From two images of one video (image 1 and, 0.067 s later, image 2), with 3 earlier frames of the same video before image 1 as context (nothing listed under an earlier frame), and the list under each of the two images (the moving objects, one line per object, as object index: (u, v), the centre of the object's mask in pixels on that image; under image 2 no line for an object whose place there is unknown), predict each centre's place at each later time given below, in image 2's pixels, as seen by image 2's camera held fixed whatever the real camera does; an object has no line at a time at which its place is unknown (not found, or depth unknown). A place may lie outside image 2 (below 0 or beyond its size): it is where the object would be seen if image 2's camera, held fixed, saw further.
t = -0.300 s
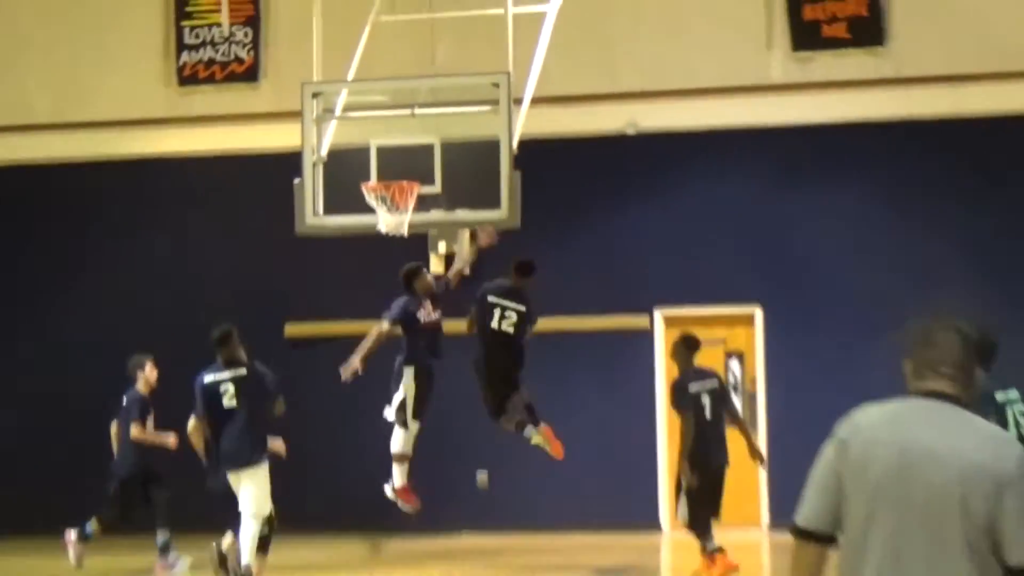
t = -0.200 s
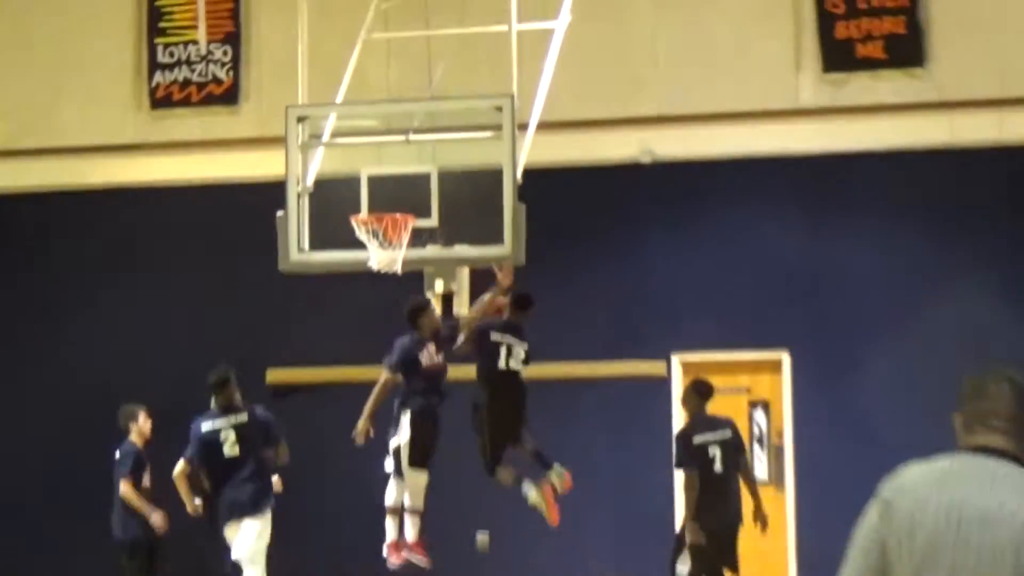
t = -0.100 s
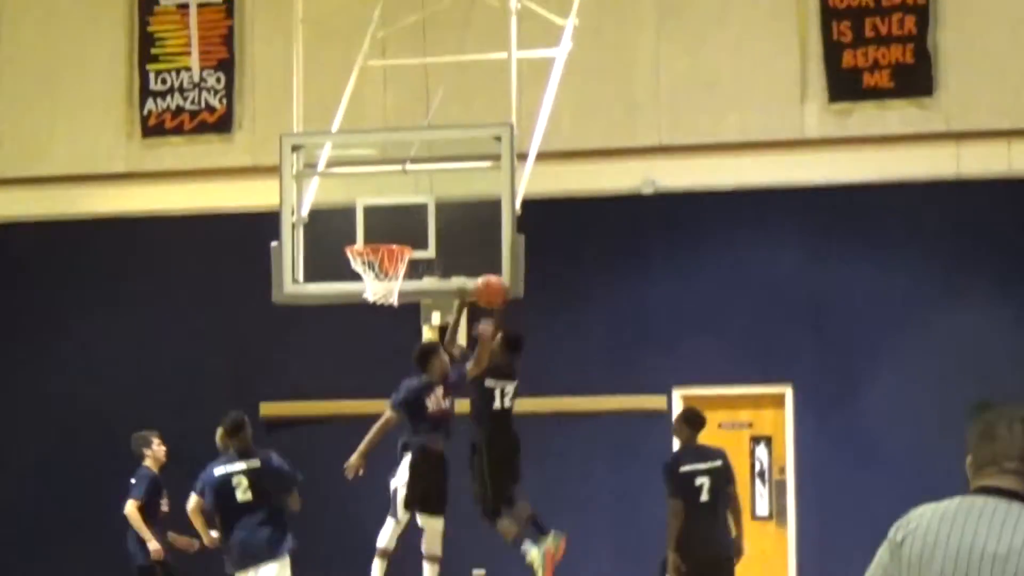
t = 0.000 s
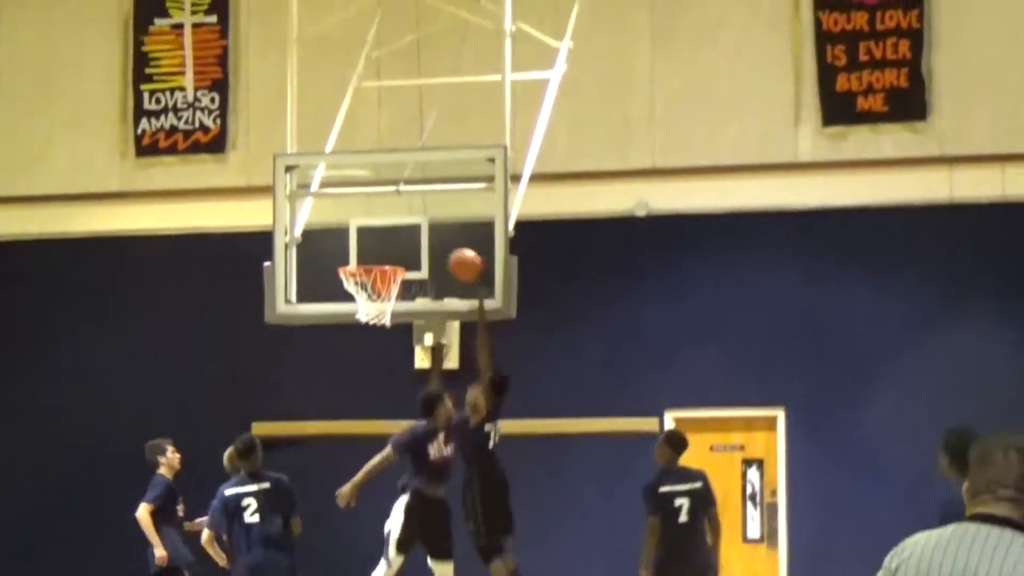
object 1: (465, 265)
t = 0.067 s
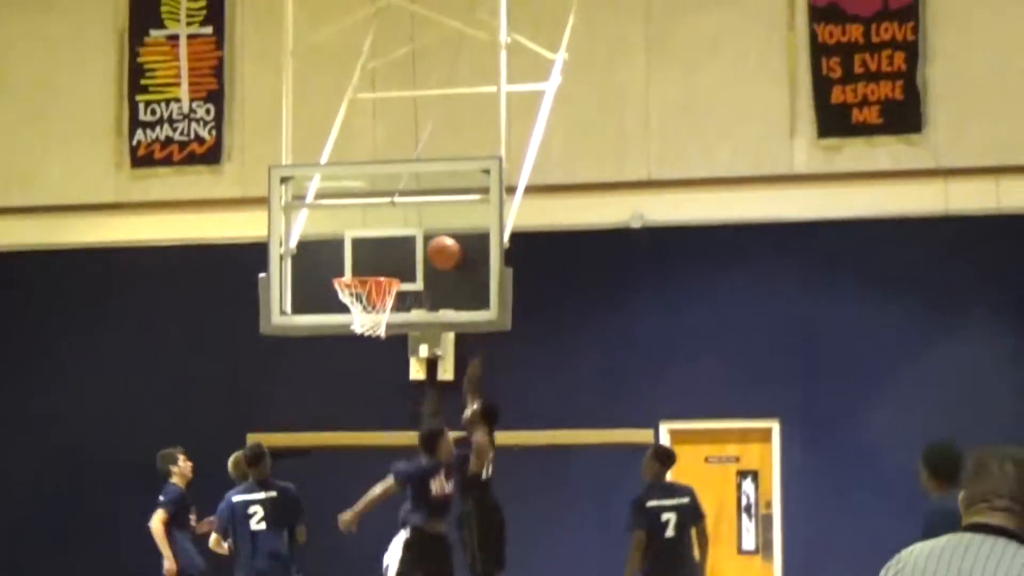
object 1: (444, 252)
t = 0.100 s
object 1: (436, 243)
